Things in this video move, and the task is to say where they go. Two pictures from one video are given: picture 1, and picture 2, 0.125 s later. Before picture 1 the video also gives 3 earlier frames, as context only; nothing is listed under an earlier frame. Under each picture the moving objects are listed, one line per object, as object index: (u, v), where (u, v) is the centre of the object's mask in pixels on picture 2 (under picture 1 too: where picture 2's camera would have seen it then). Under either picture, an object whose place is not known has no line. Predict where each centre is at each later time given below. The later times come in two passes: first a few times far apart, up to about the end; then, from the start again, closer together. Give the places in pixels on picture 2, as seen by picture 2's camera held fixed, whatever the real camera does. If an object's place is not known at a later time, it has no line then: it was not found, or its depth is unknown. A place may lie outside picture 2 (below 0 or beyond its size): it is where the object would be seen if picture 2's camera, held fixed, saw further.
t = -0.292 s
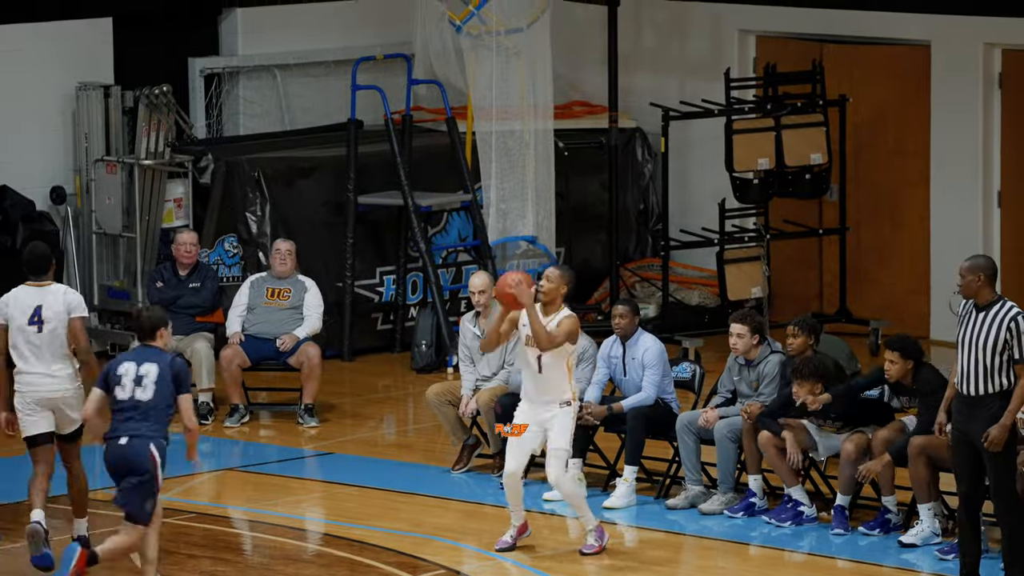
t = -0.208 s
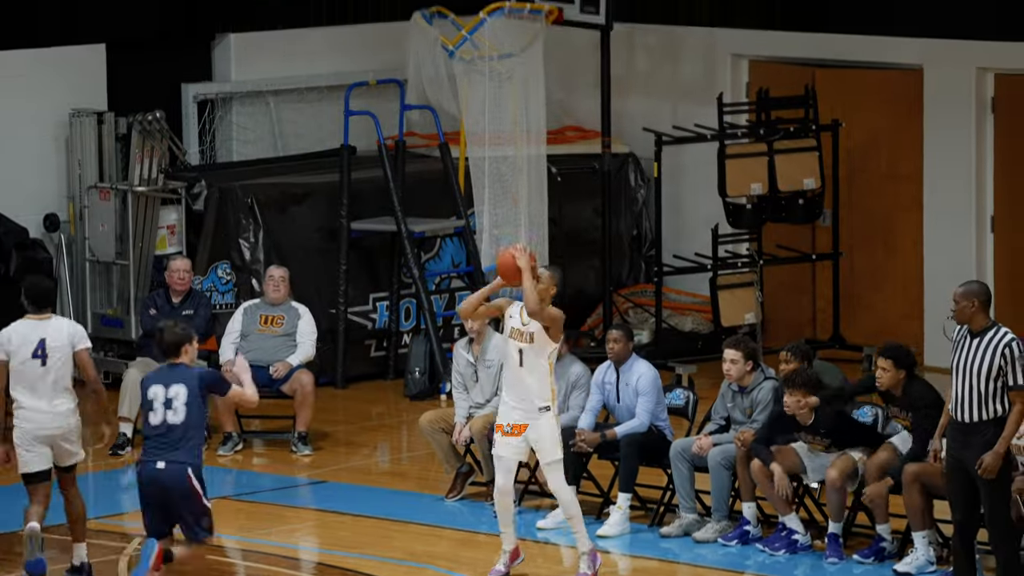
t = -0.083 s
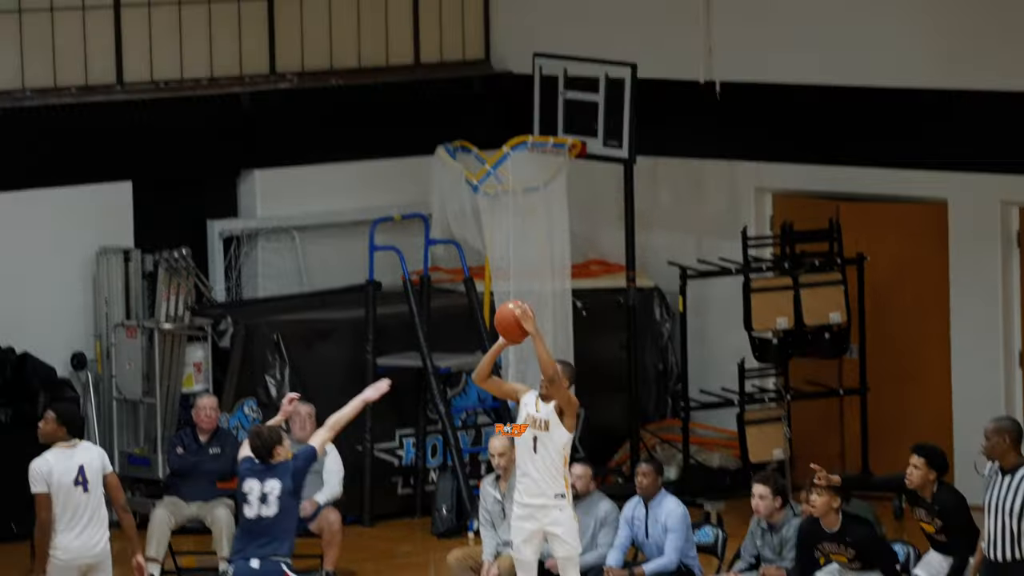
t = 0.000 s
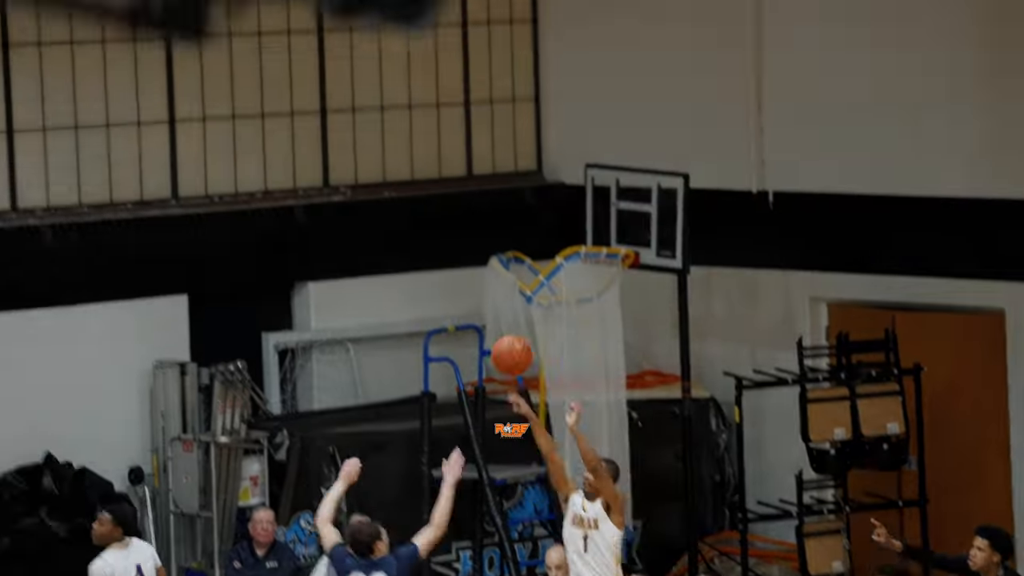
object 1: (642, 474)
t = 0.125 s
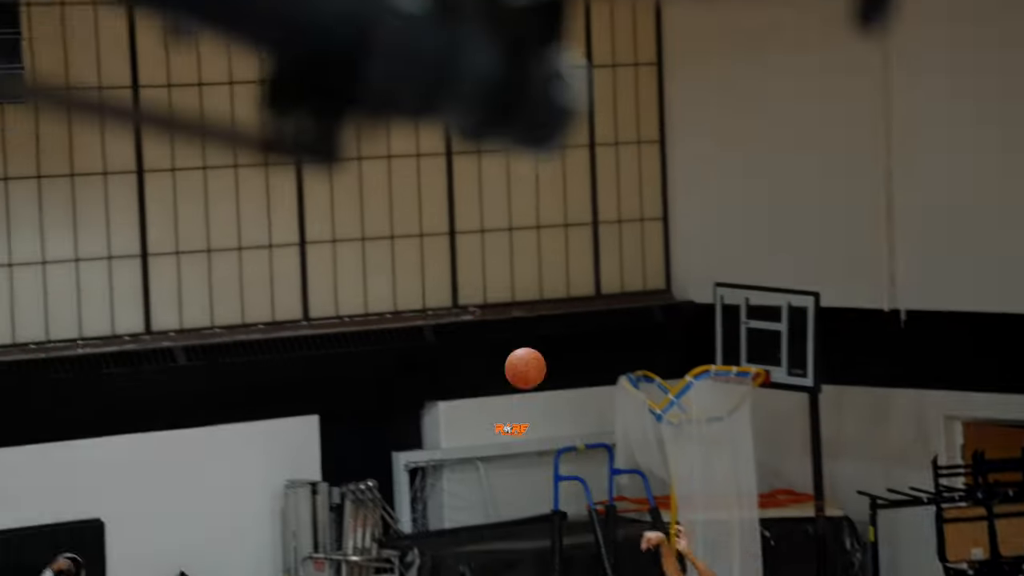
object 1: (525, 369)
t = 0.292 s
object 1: (372, 266)
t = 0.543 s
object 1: (138, 198)
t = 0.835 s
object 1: (-150, 254)
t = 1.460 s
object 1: (-508, 660)
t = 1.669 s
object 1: (-452, 813)
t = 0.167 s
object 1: (487, 339)
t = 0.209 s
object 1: (449, 312)
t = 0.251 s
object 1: (411, 288)
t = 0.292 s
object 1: (372, 266)
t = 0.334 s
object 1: (333, 248)
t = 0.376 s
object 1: (294, 232)
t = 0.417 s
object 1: (256, 220)
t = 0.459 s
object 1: (218, 210)
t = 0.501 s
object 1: (178, 203)
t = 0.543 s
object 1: (138, 198)
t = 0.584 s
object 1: (99, 197)
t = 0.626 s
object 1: (58, 198)
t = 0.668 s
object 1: (18, 203)
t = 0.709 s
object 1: (-25, 210)
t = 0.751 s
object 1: (-66, 222)
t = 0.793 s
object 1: (-108, 236)
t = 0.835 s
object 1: (-150, 254)
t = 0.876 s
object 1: (-195, 275)
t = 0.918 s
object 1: (-239, 300)
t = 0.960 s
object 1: (-284, 329)
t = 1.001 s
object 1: (-331, 362)
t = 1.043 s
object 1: (-378, 398)
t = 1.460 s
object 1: (-508, 660)
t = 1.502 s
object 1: (-496, 684)
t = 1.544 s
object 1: (-485, 712)
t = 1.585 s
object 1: (-474, 744)
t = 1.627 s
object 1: (-461, 779)
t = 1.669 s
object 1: (-452, 813)
